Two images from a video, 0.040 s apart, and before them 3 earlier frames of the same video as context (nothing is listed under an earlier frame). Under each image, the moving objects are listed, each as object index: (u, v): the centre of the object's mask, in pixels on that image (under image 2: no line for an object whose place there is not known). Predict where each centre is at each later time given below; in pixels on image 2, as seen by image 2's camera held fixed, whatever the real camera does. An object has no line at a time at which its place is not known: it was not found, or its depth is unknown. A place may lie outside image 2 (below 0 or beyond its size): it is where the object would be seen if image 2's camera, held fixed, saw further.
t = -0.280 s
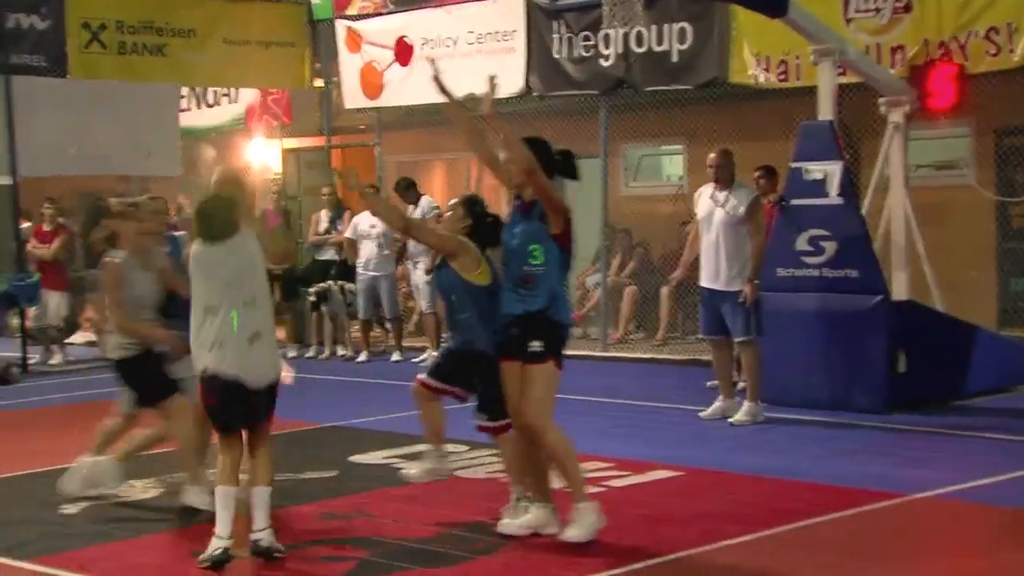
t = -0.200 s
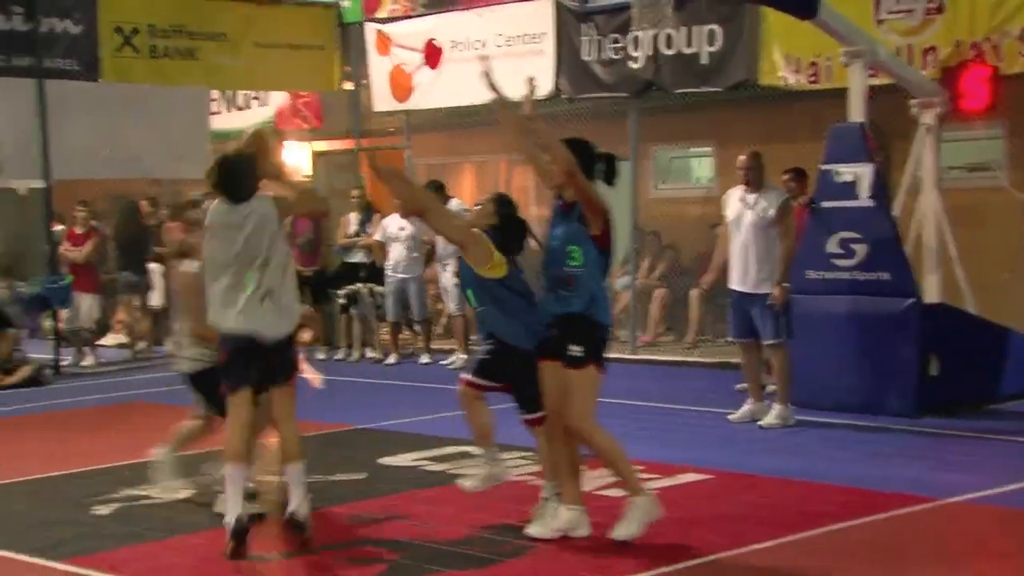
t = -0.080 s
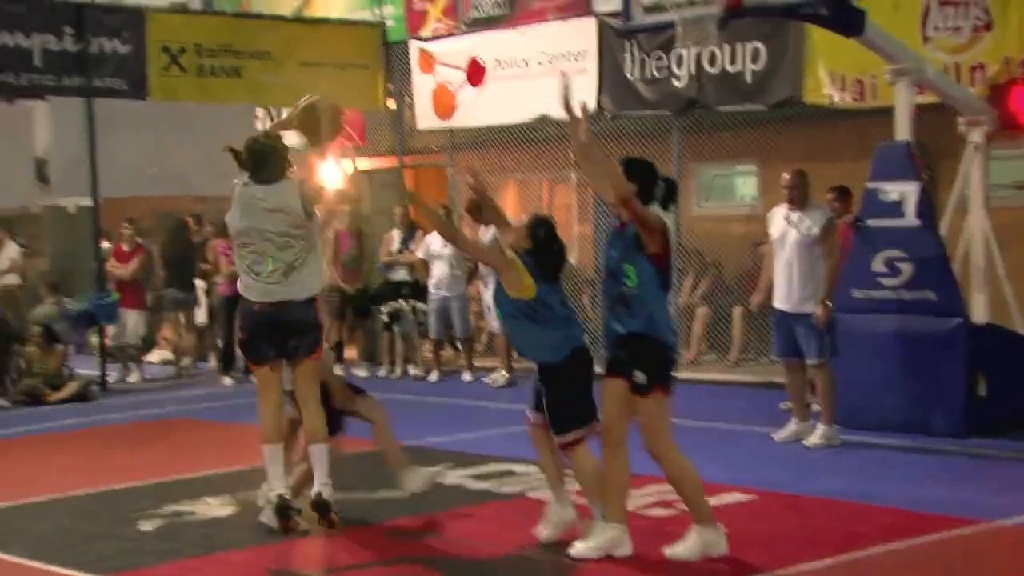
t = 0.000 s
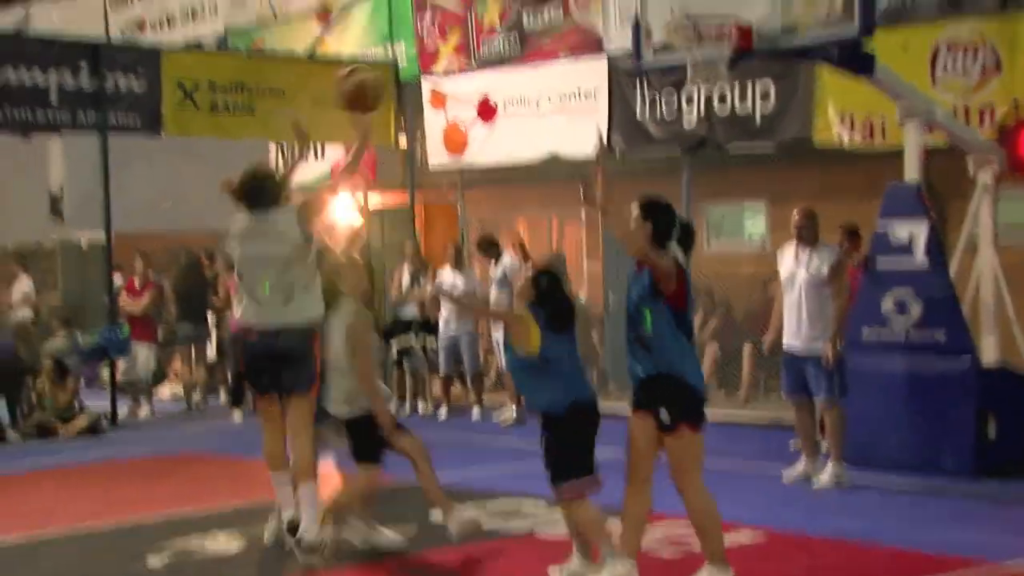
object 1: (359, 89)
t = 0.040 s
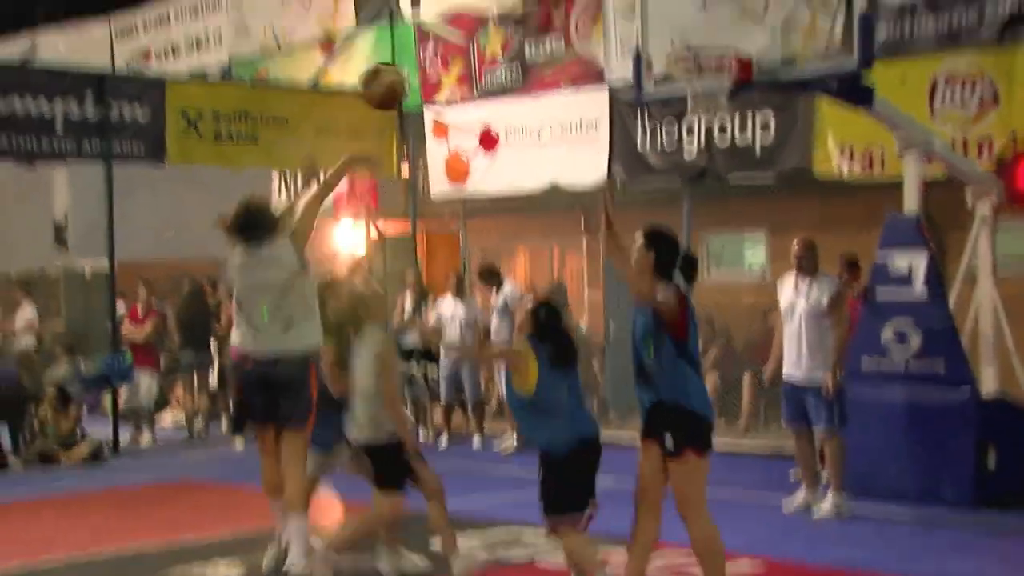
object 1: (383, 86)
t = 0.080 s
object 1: (403, 56)
